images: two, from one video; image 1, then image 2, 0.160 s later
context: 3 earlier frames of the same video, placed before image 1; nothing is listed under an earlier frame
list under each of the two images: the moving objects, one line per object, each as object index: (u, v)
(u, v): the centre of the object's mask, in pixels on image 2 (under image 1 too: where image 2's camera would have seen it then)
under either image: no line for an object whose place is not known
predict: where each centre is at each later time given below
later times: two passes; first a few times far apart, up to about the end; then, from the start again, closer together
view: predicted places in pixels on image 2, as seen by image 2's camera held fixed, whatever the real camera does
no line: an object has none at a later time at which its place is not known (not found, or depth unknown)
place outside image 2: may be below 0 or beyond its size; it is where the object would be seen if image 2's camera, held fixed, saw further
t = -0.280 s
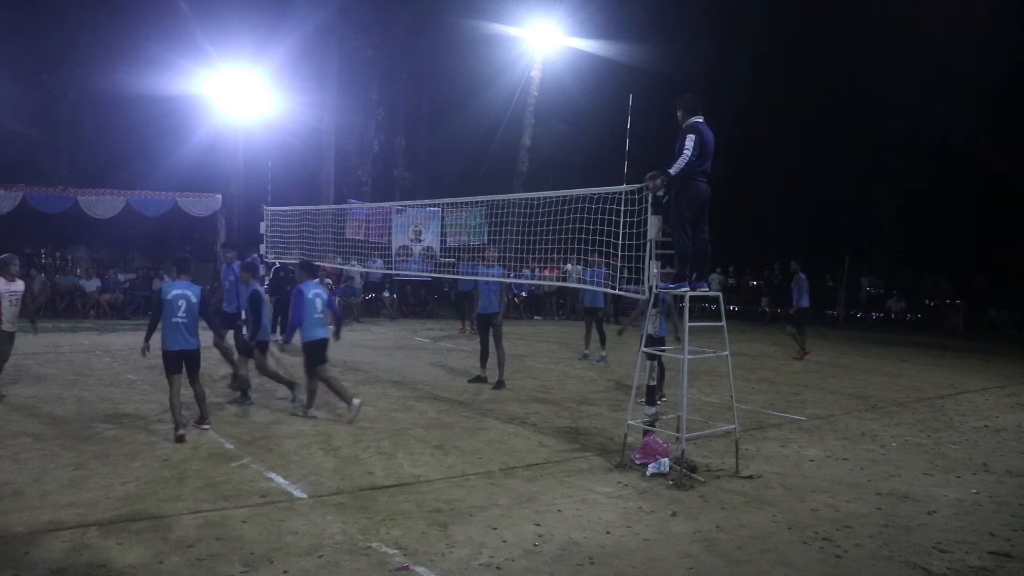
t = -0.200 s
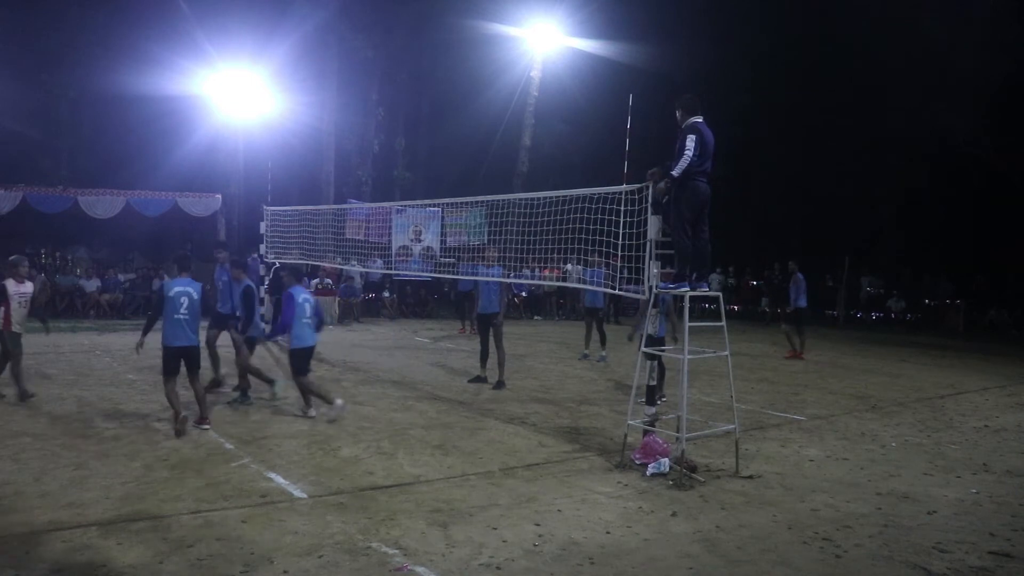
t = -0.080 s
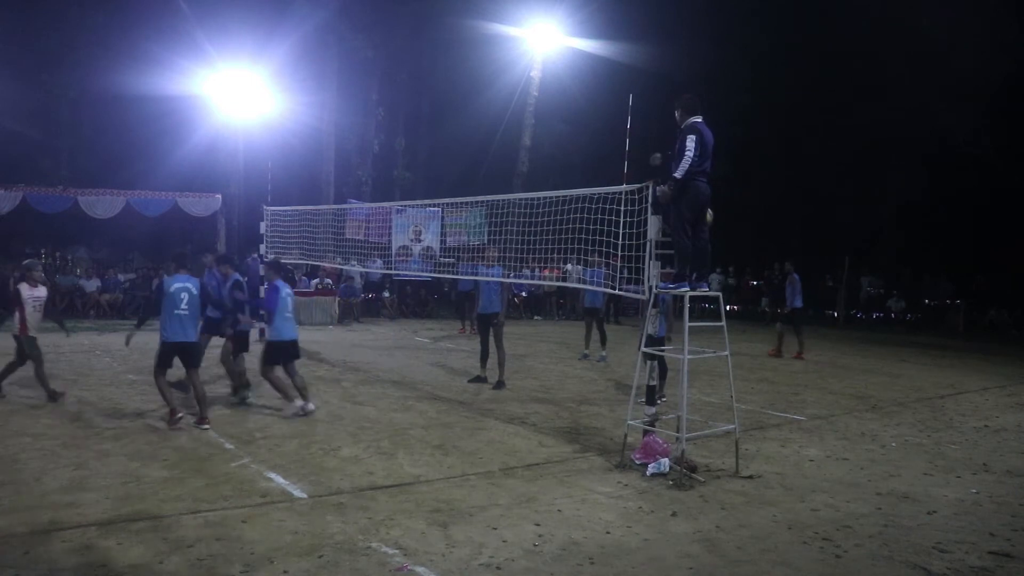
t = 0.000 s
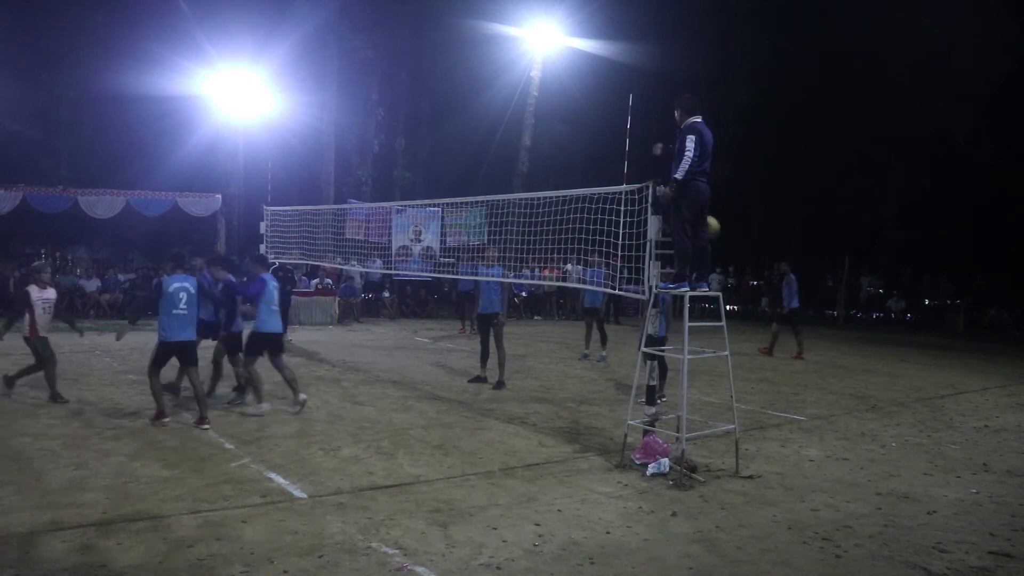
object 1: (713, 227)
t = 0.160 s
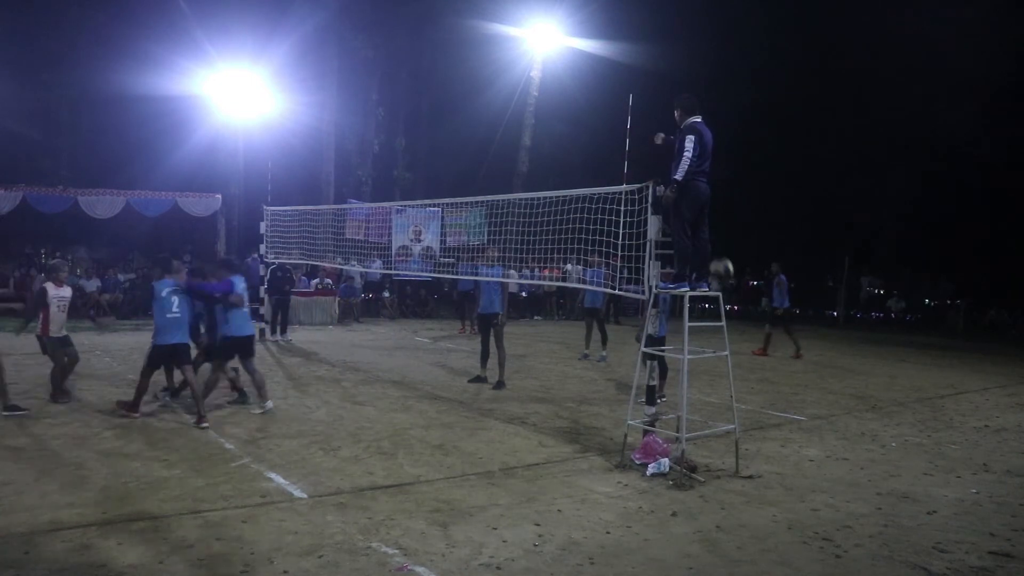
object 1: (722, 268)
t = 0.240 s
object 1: (732, 302)
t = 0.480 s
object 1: (759, 420)
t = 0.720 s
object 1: (819, 419)
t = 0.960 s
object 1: (882, 394)
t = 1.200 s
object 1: (937, 433)
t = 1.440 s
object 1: (988, 416)
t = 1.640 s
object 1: (1019, 414)
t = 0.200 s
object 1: (725, 283)
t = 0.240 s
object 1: (732, 302)
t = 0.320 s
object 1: (736, 344)
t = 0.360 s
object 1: (740, 372)
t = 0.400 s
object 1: (744, 392)
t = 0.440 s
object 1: (752, 407)
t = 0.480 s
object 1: (759, 420)
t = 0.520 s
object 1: (766, 435)
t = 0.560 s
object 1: (775, 455)
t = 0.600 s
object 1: (786, 455)
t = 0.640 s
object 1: (798, 440)
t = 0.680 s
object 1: (809, 428)
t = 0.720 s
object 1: (819, 419)
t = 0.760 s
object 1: (830, 410)
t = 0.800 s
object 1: (840, 404)
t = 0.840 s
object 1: (852, 398)
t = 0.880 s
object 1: (863, 395)
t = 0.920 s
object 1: (872, 395)
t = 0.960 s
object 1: (882, 394)
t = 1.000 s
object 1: (892, 396)
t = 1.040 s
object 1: (899, 400)
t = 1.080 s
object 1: (909, 406)
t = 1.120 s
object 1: (919, 412)
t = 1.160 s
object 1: (929, 422)
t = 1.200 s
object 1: (937, 433)
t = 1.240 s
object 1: (944, 445)
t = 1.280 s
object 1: (954, 447)
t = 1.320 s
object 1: (961, 437)
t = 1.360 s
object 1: (971, 427)
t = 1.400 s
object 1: (980, 420)
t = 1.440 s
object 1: (988, 416)
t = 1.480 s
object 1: (997, 413)
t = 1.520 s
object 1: (1004, 410)
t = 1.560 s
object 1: (1012, 410)
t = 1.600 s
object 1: (1016, 412)
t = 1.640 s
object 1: (1019, 414)
